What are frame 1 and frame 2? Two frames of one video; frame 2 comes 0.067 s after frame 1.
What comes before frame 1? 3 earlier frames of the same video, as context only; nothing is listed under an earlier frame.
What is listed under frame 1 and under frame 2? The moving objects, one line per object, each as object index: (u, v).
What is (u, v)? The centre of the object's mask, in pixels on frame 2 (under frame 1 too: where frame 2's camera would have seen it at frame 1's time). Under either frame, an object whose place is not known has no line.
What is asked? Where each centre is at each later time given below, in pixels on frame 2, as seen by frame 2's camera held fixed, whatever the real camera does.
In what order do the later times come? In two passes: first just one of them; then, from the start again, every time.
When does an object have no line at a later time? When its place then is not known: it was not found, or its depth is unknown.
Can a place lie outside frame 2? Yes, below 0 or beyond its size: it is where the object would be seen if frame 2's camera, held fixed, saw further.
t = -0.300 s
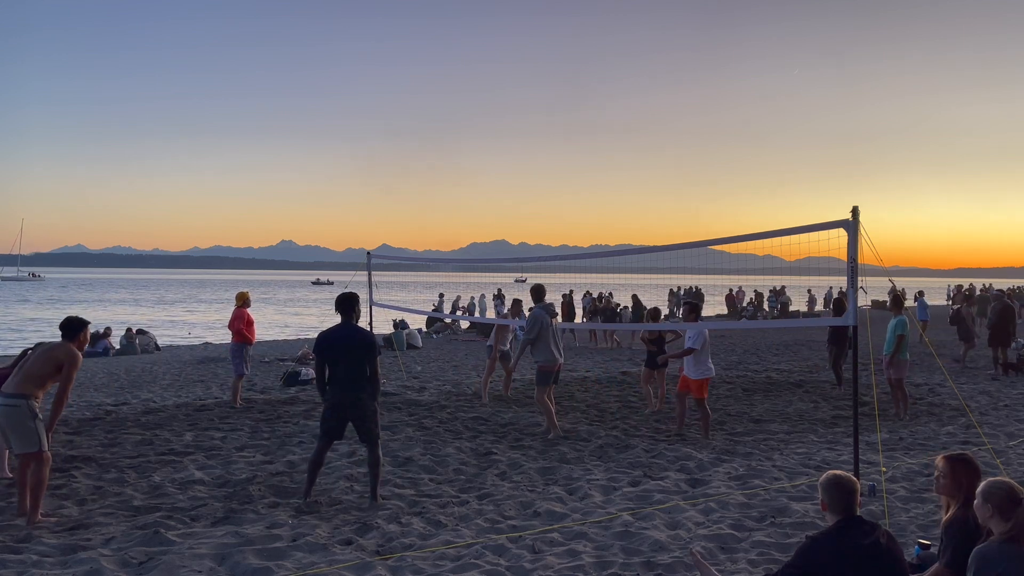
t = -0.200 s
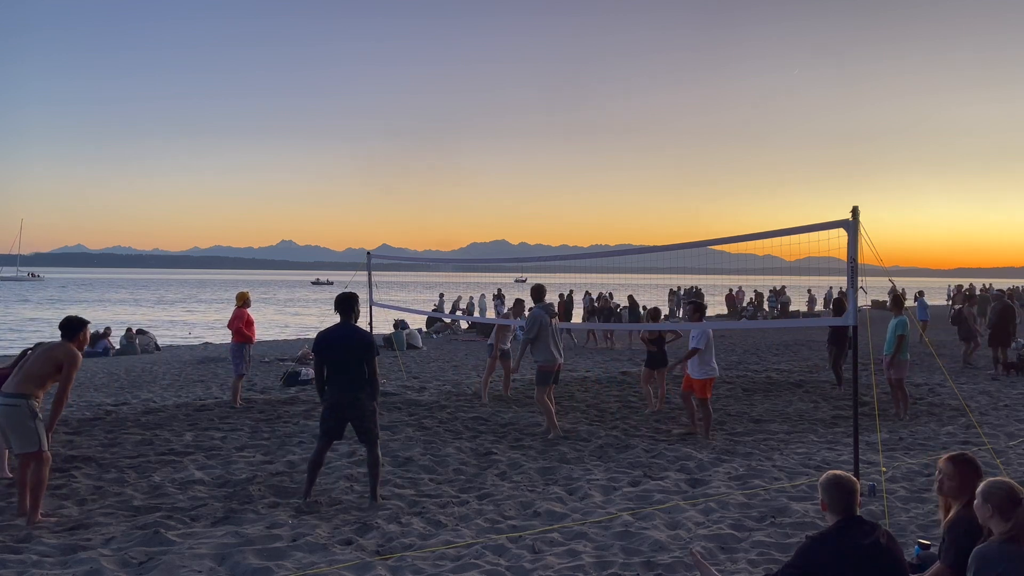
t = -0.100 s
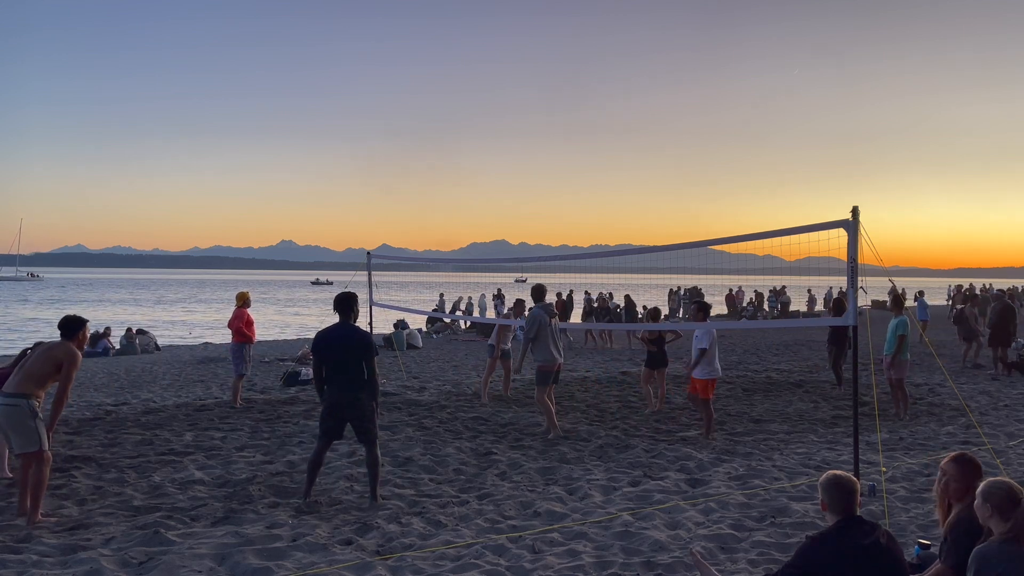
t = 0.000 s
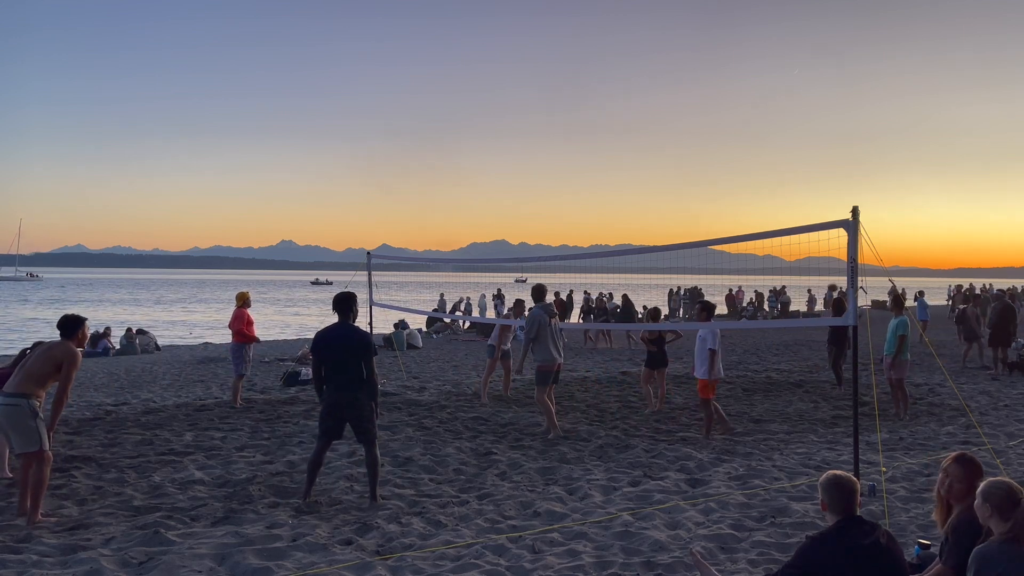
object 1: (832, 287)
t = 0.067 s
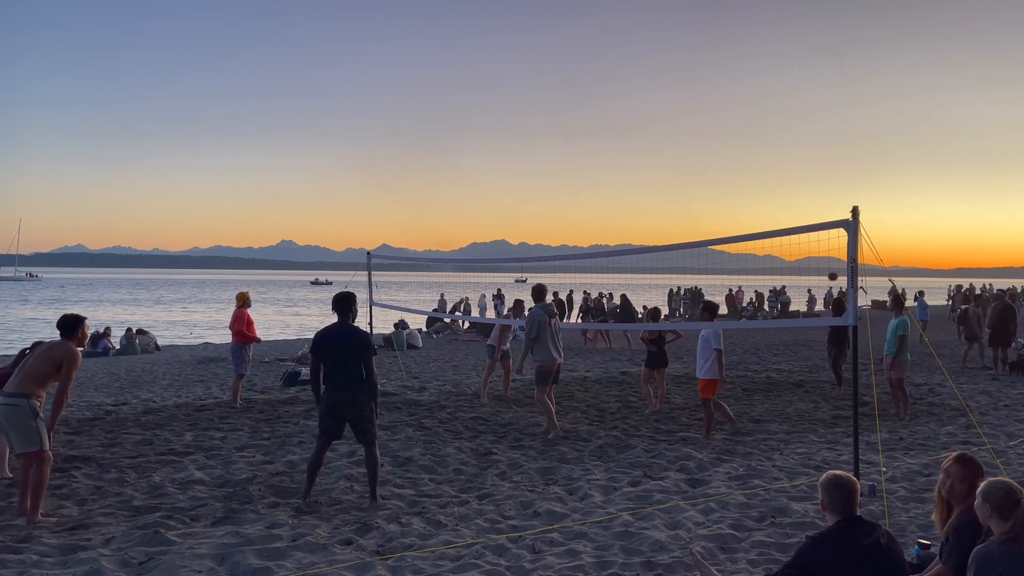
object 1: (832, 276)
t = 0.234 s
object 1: (833, 257)
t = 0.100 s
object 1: (832, 271)
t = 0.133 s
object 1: (833, 267)
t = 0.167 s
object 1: (833, 263)
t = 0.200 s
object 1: (833, 259)
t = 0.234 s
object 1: (833, 257)
